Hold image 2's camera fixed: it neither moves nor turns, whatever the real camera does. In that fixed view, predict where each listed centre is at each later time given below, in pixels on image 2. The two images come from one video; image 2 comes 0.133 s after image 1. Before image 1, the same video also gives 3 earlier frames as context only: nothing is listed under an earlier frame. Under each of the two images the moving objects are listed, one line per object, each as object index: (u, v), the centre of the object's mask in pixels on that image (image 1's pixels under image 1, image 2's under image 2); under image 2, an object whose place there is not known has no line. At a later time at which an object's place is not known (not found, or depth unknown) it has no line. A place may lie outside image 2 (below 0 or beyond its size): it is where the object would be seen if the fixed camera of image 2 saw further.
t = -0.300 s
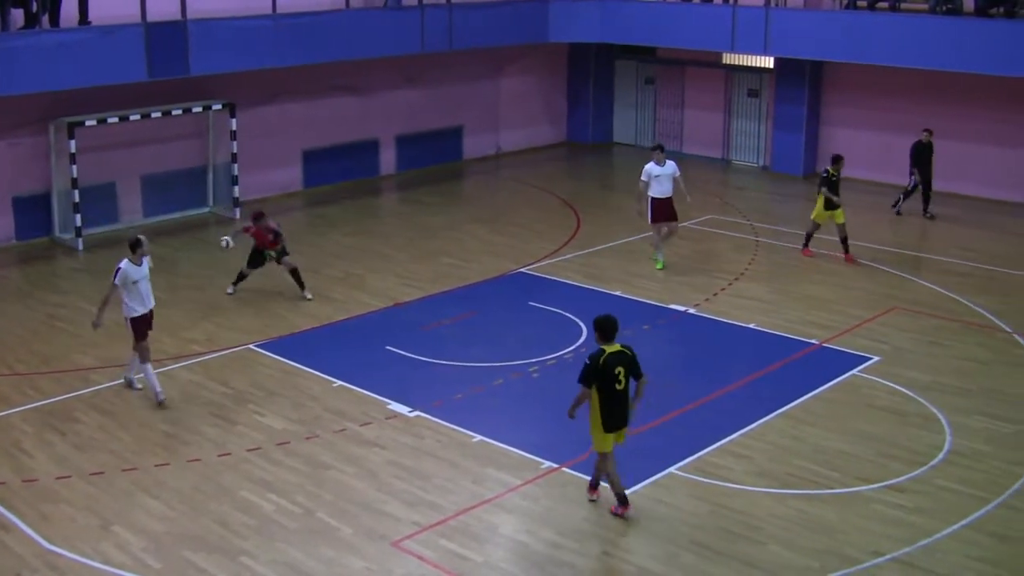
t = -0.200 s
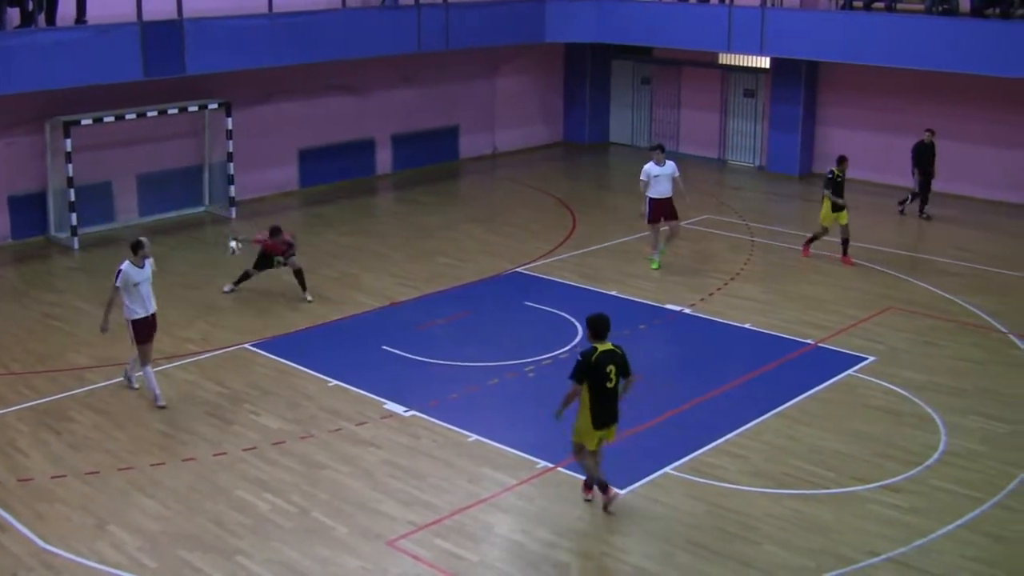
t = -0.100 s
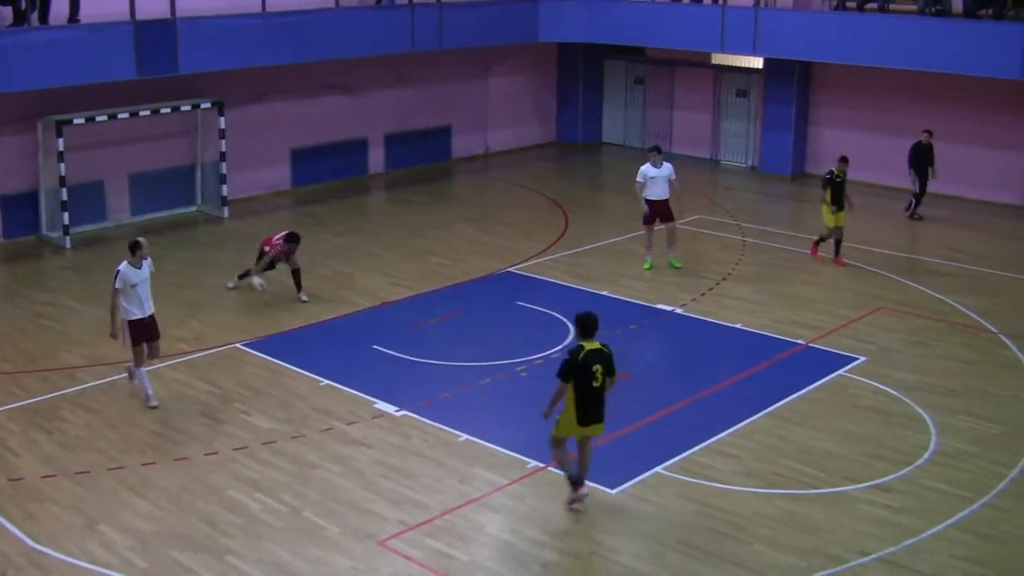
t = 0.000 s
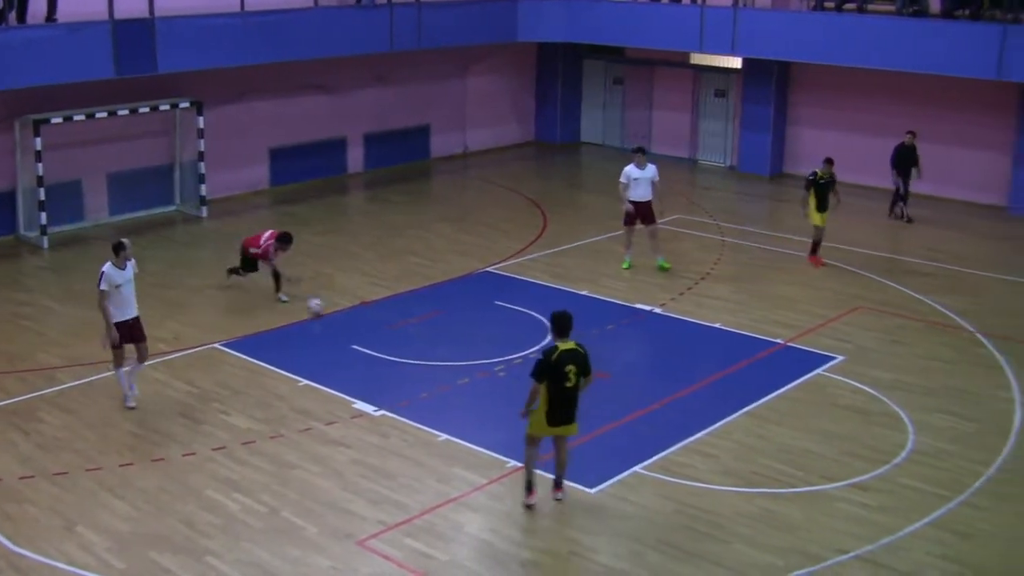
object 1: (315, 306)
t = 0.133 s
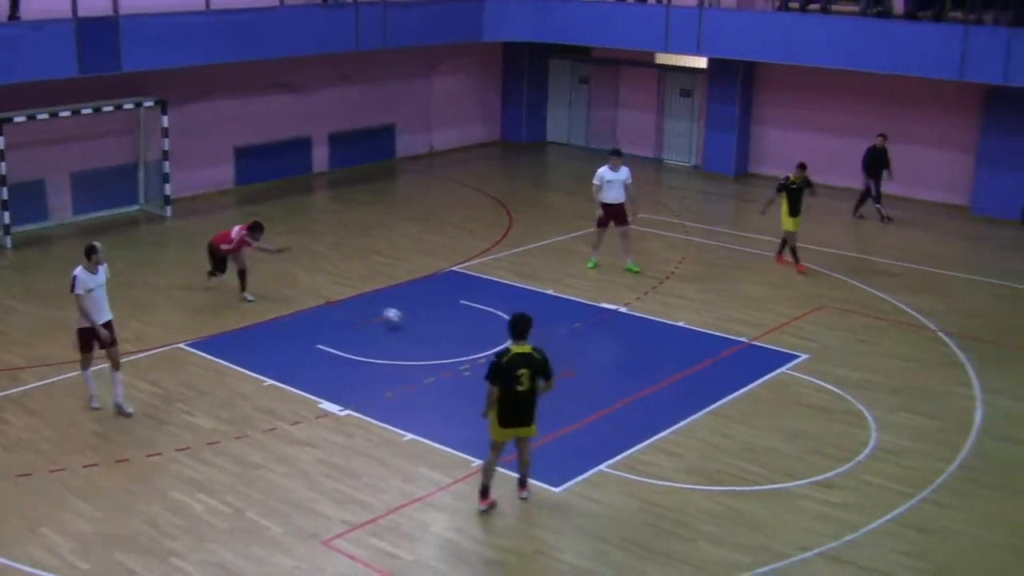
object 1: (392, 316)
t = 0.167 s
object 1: (420, 322)
